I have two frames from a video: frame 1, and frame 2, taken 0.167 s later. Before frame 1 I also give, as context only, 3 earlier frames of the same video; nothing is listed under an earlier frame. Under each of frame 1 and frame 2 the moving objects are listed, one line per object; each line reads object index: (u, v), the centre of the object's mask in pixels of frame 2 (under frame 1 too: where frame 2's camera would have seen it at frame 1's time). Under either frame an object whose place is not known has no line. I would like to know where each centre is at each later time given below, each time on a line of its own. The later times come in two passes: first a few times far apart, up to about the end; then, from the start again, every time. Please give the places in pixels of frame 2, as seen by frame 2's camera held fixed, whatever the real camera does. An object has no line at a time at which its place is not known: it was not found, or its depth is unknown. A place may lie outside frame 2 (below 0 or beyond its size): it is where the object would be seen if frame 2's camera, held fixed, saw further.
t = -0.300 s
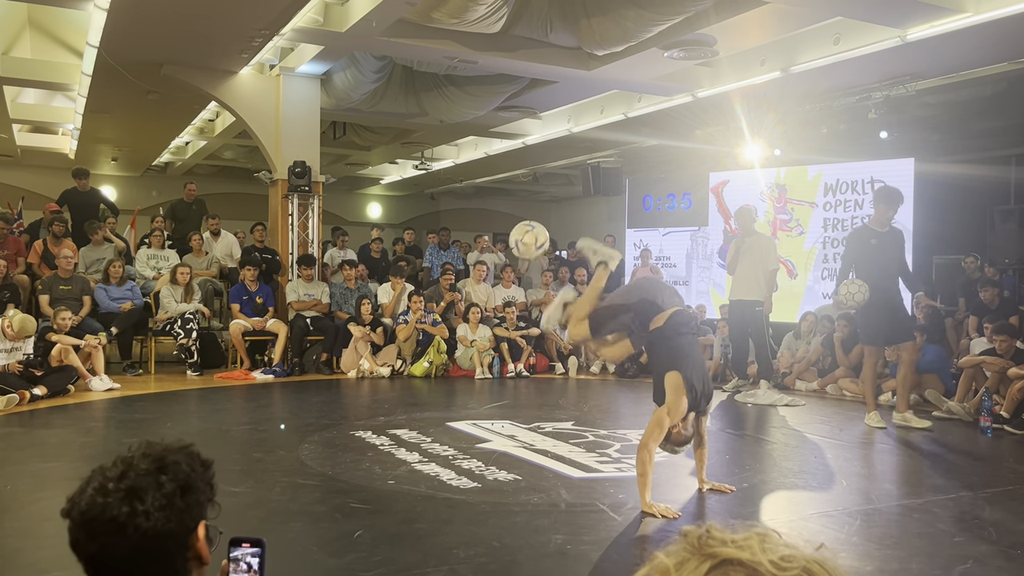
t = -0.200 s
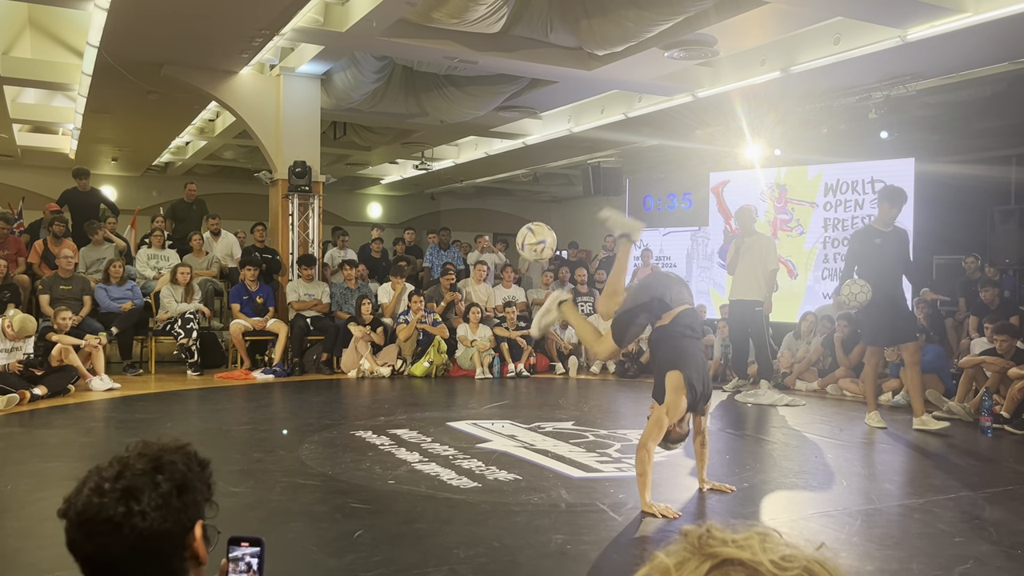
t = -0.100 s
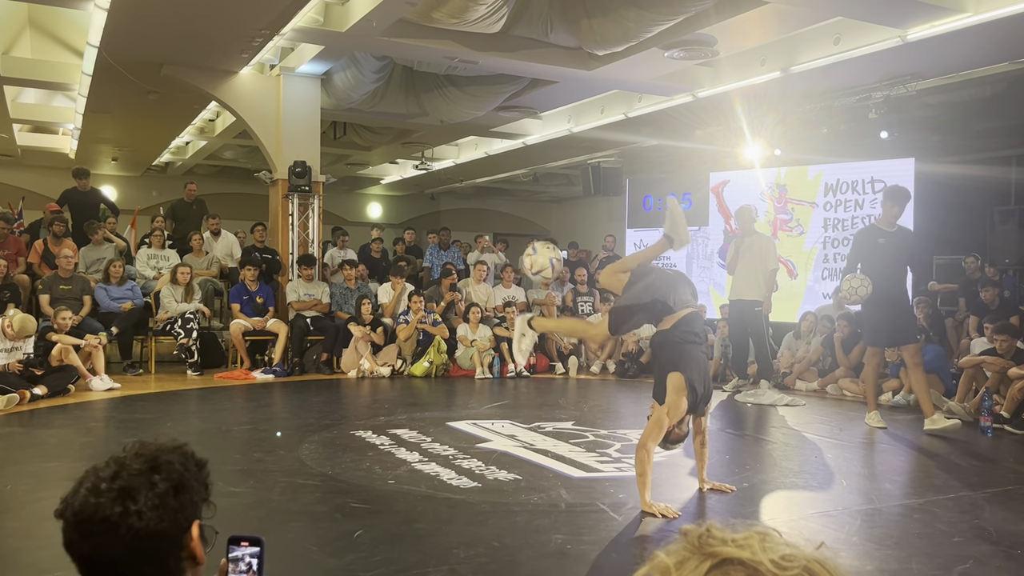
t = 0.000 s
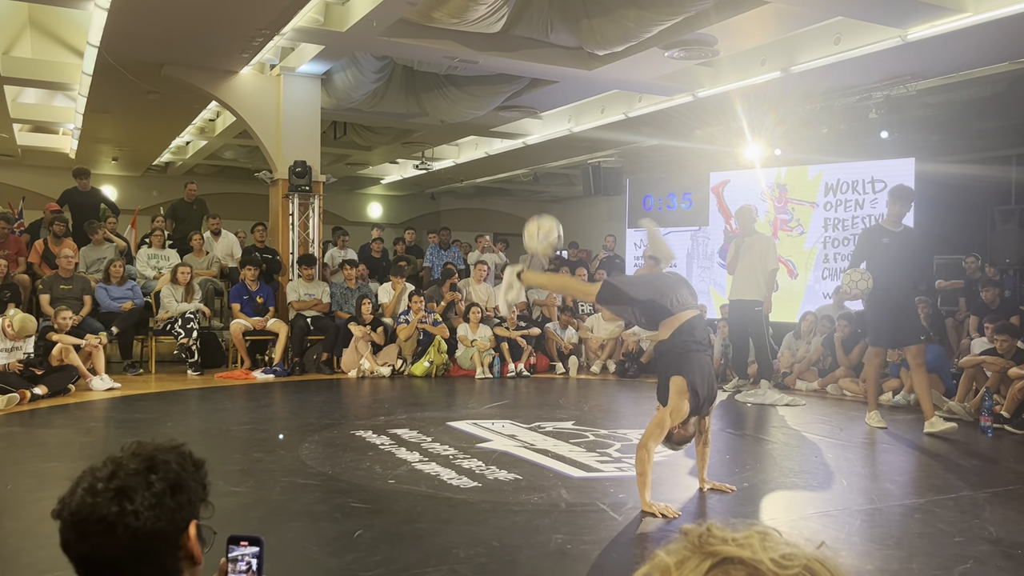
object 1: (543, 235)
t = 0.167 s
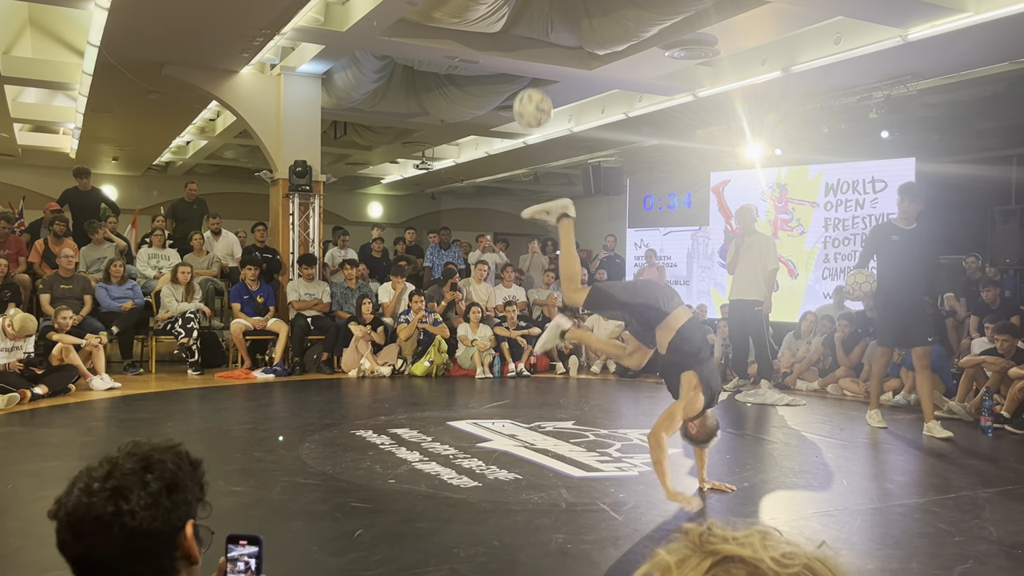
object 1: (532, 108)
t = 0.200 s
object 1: (530, 91)
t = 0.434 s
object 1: (515, 18)
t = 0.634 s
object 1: (500, 30)
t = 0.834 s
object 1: (484, 110)
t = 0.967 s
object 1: (474, 198)
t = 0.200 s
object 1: (530, 91)
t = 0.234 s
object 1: (528, 73)
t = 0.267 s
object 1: (526, 58)
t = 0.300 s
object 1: (524, 45)
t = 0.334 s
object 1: (521, 36)
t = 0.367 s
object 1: (519, 27)
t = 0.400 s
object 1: (517, 21)
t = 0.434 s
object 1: (515, 18)
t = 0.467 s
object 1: (512, 16)
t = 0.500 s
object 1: (510, 16)
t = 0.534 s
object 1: (507, 16)
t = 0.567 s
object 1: (505, 18)
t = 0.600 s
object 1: (503, 23)
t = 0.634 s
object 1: (500, 30)
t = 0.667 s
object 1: (497, 39)
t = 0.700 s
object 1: (495, 49)
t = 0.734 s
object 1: (492, 62)
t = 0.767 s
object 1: (489, 77)
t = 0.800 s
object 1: (487, 92)
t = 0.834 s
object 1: (484, 110)
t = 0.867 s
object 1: (482, 128)
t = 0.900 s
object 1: (479, 151)
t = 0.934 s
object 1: (477, 174)
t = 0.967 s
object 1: (474, 198)
